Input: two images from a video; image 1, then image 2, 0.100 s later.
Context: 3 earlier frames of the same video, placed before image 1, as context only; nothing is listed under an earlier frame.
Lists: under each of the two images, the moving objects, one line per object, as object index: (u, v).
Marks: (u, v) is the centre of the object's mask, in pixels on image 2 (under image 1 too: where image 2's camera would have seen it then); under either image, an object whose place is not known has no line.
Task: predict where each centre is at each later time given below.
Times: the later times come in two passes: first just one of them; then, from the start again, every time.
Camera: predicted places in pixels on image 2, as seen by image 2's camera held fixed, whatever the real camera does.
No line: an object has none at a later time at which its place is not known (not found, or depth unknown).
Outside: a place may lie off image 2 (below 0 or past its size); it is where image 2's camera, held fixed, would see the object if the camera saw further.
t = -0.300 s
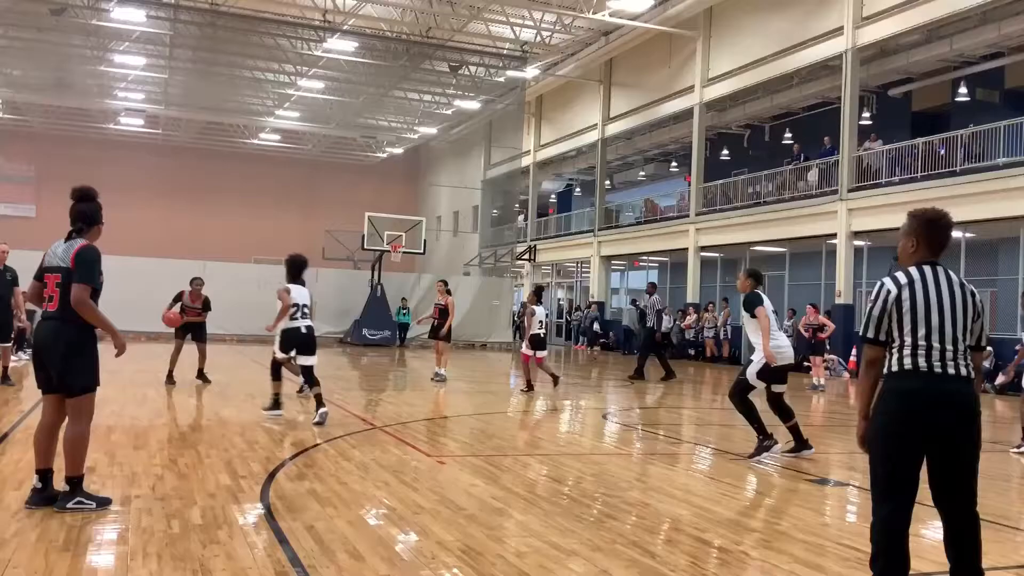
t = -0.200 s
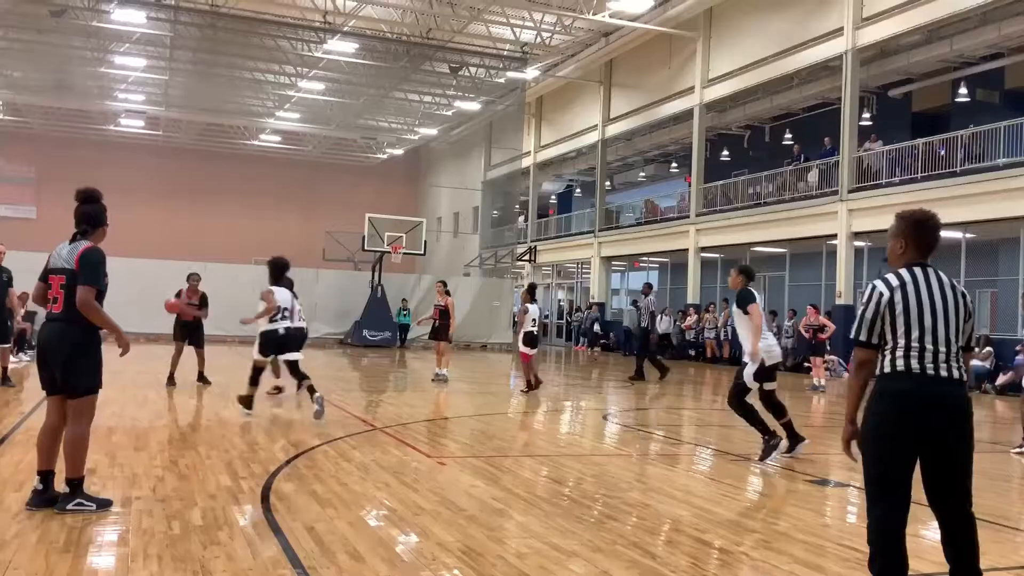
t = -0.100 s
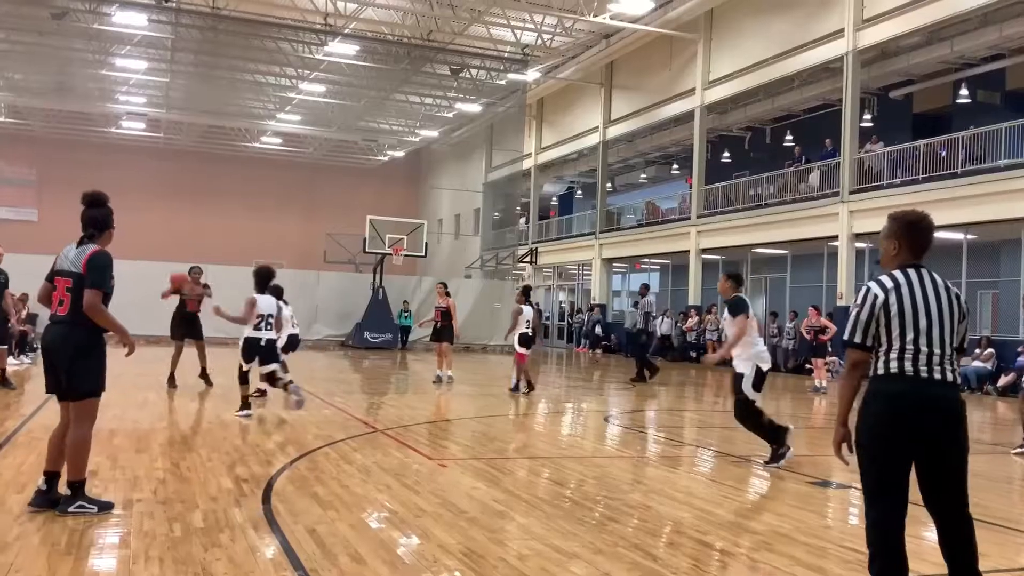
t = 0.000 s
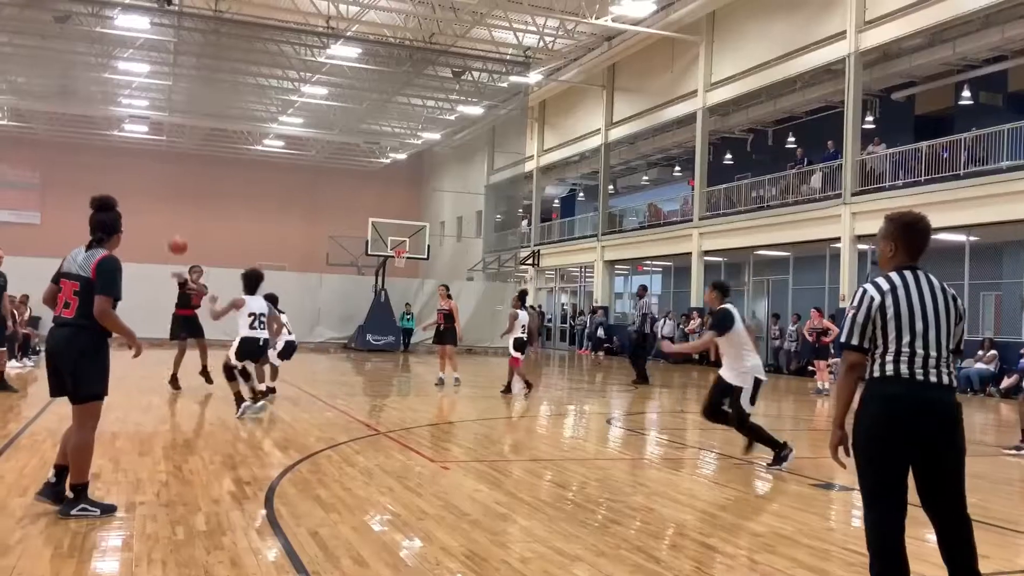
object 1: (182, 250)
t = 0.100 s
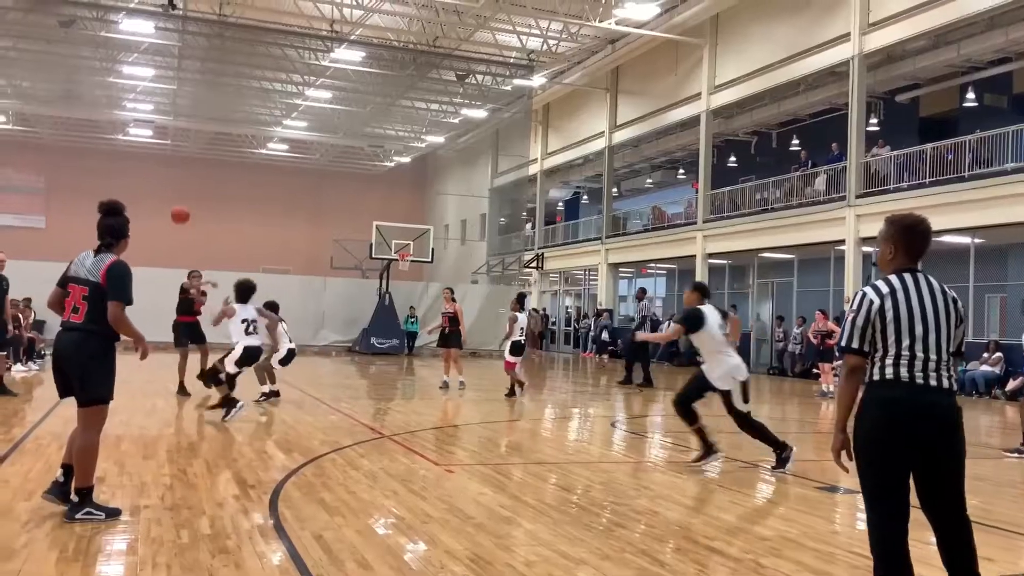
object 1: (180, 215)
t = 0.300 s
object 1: (173, 157)
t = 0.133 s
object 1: (179, 205)
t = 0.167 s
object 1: (178, 194)
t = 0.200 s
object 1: (177, 183)
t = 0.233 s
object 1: (175, 174)
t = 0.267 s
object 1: (174, 165)
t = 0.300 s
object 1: (173, 157)
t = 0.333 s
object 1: (172, 150)
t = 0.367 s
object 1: (170, 142)
